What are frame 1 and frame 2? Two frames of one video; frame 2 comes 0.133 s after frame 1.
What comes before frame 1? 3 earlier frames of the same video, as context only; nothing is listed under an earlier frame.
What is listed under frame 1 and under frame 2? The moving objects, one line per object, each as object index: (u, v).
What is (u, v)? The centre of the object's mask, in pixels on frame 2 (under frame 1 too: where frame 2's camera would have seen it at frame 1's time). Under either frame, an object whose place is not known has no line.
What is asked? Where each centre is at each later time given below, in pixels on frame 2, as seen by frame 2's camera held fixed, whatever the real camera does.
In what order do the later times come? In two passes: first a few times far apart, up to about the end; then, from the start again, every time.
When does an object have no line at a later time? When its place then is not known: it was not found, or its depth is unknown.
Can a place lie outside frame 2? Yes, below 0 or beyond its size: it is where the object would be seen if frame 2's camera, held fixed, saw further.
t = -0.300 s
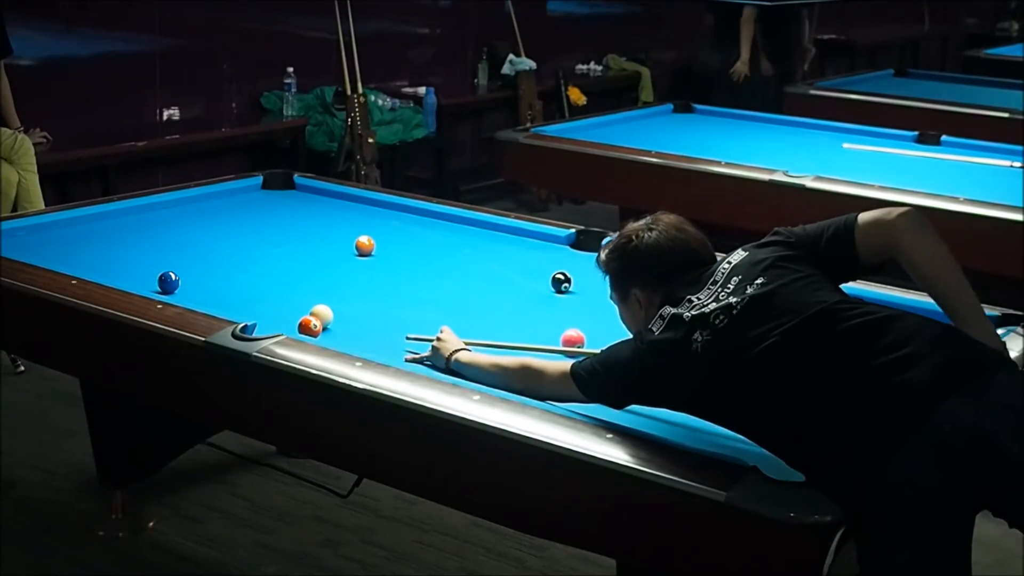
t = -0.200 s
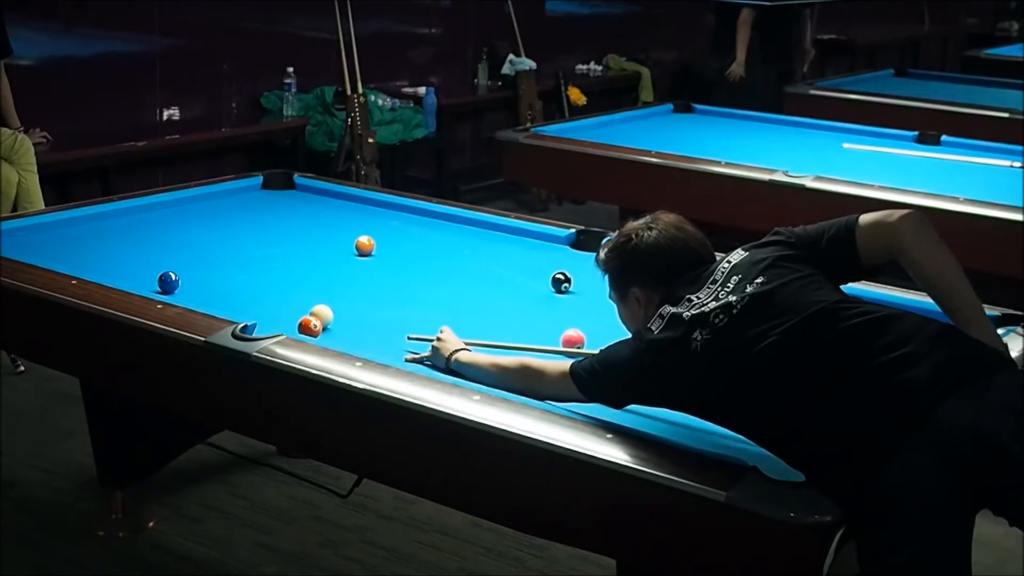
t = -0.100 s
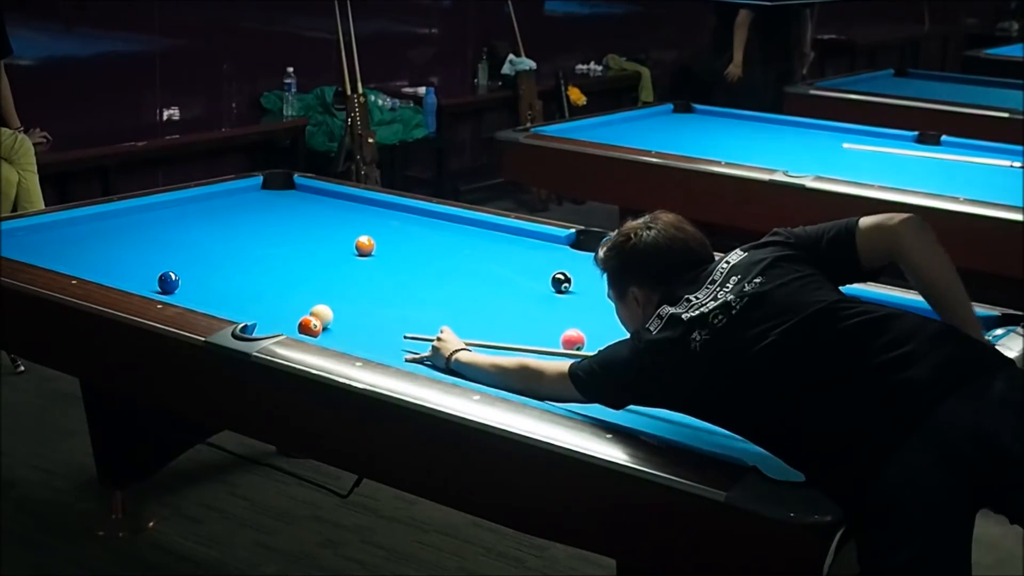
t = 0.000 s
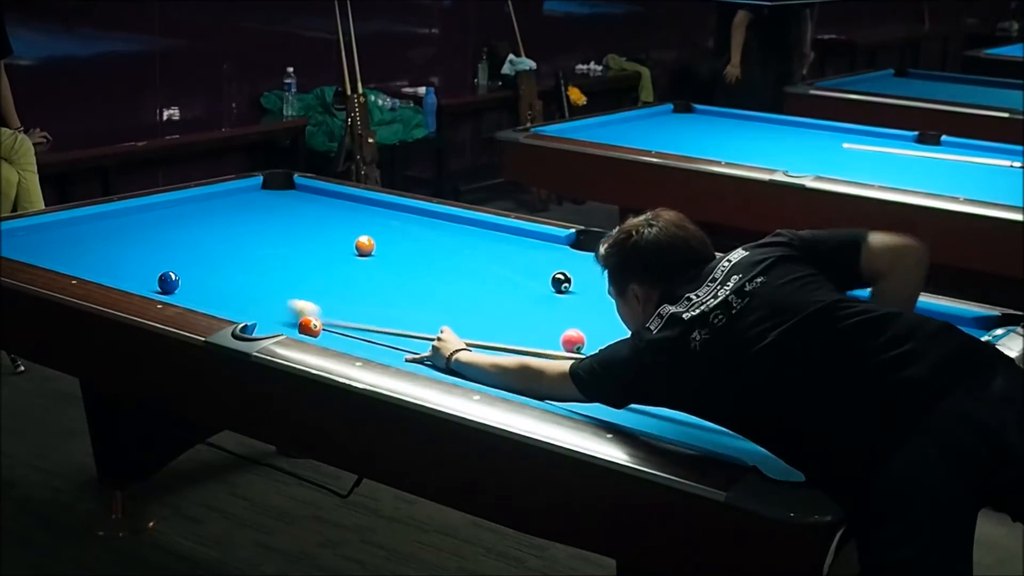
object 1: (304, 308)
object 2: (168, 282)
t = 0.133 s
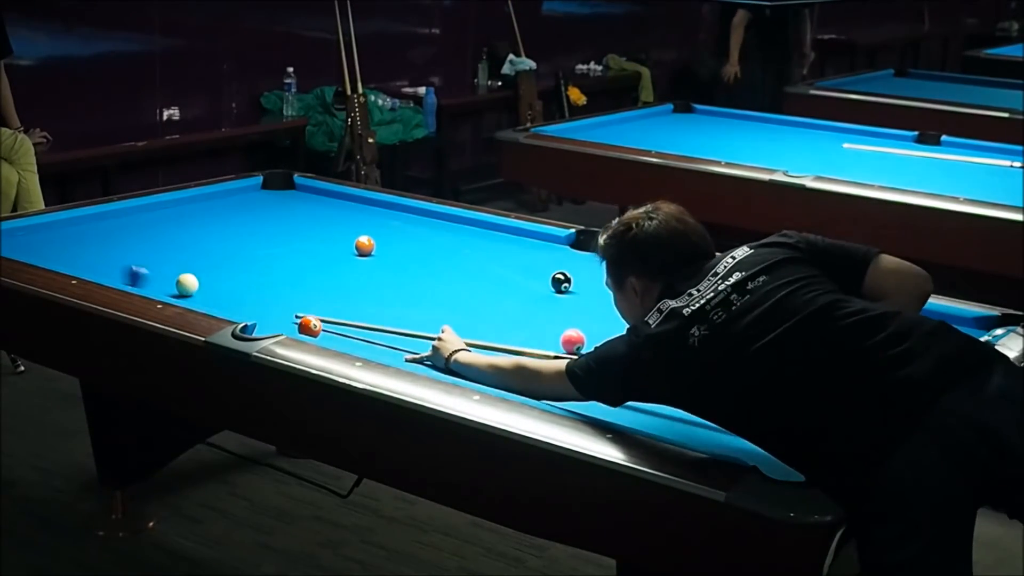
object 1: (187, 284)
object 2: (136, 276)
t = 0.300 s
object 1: (205, 284)
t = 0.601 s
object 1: (268, 294)
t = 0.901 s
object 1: (333, 303)
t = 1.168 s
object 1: (389, 312)
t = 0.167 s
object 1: (189, 284)
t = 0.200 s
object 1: (192, 284)
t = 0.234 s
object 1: (196, 284)
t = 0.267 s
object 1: (200, 284)
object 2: (14, 247)
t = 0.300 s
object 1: (205, 284)
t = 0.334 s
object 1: (211, 285)
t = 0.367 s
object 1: (217, 286)
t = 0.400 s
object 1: (224, 287)
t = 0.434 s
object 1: (232, 288)
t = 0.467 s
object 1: (239, 289)
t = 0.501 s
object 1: (246, 290)
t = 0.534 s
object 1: (253, 291)
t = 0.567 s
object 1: (261, 292)
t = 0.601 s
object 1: (268, 294)
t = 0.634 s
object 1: (275, 295)
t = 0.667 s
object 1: (282, 296)
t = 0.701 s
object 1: (290, 297)
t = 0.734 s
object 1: (297, 298)
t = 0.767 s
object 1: (304, 299)
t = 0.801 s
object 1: (311, 300)
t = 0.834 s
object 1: (318, 302)
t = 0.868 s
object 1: (325, 302)
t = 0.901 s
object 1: (333, 303)
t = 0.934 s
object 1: (340, 304)
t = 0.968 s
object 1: (346, 306)
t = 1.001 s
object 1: (354, 307)
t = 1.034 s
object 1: (360, 308)
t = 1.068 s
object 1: (368, 309)
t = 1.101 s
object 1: (375, 310)
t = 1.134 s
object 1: (382, 311)
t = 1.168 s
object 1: (389, 312)
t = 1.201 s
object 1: (396, 313)
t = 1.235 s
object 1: (403, 314)
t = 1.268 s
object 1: (410, 315)
